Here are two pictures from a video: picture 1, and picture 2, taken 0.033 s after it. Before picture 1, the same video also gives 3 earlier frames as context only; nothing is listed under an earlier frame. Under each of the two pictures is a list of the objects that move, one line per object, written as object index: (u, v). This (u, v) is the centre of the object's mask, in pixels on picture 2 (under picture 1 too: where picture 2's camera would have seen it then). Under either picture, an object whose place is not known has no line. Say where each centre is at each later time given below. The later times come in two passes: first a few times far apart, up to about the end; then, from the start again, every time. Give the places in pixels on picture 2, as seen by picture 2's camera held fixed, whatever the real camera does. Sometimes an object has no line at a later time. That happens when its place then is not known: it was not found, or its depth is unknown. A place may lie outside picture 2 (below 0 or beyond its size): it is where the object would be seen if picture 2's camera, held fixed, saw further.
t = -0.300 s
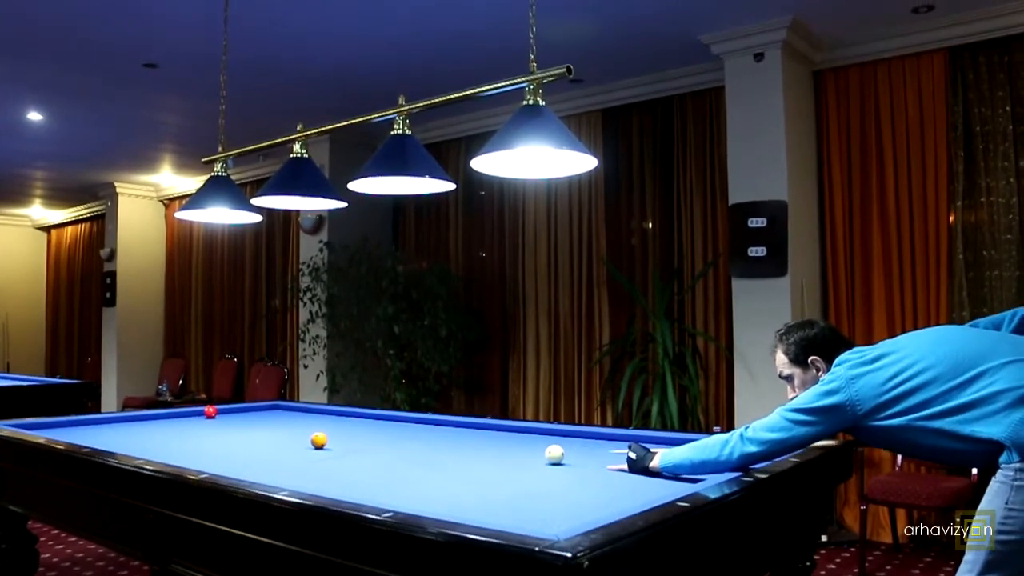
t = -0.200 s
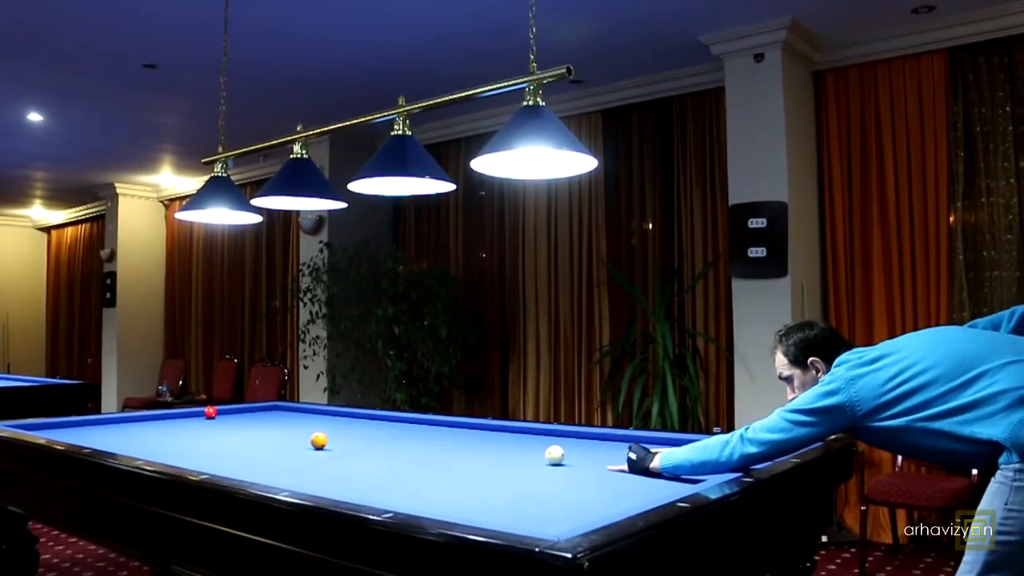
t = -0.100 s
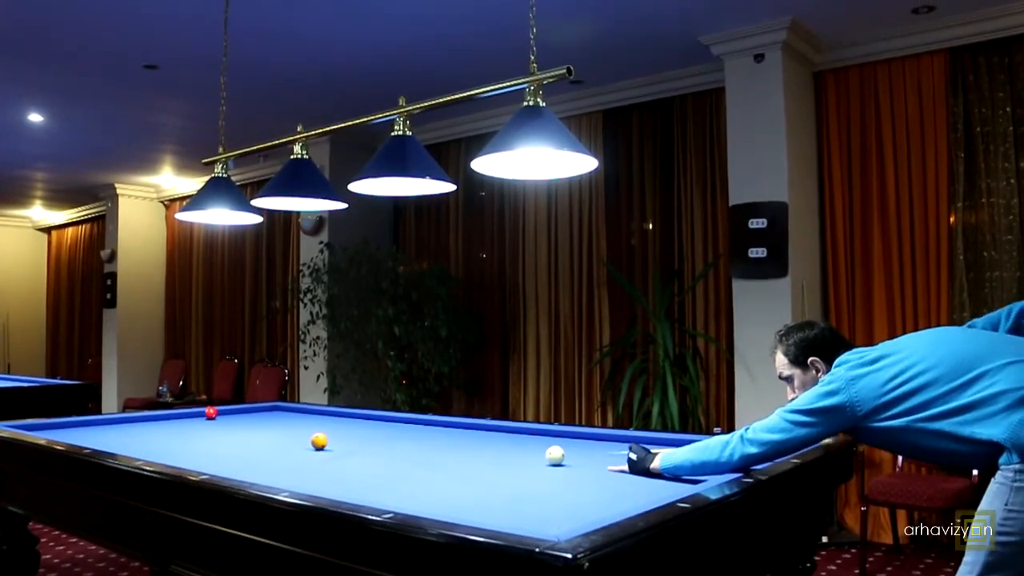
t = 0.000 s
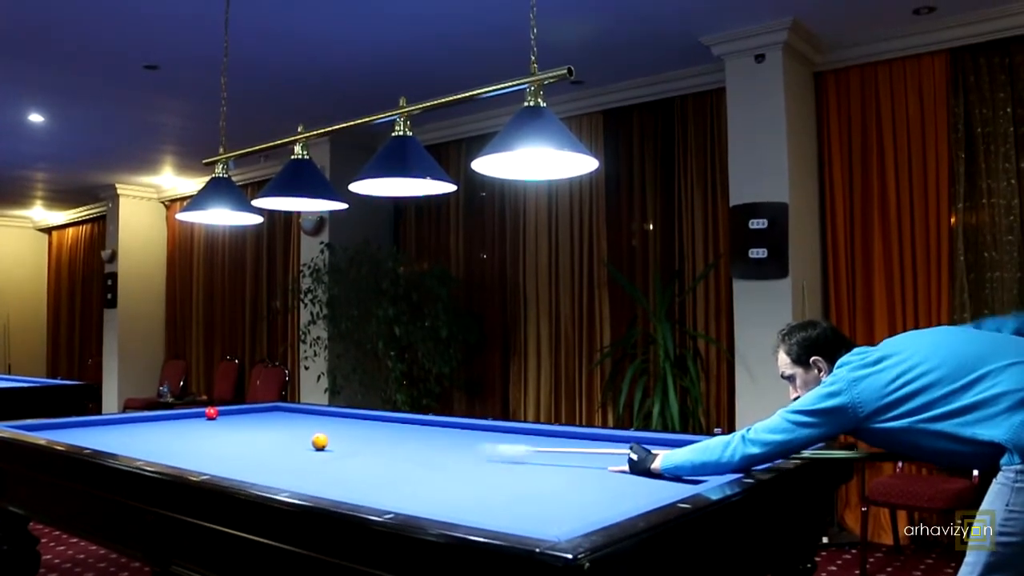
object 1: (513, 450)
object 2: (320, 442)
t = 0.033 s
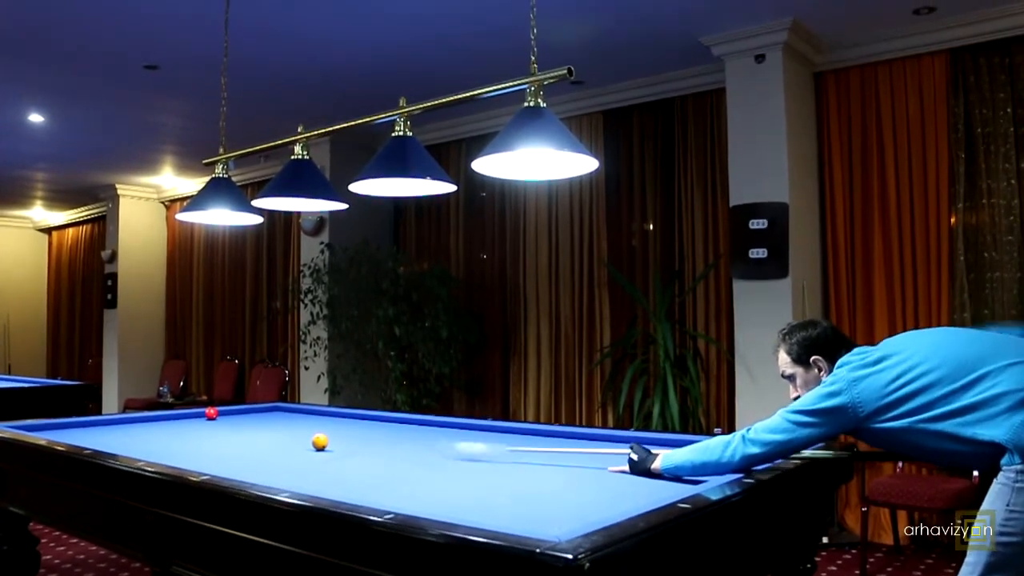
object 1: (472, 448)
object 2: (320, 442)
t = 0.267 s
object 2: (263, 444)
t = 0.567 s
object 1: (252, 414)
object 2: (120, 446)
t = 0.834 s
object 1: (301, 412)
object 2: (162, 438)
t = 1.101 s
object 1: (380, 417)
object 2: (192, 430)
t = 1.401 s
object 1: (427, 427)
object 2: (220, 422)
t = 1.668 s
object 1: (476, 436)
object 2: (241, 417)
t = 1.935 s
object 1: (537, 446)
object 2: (260, 412)
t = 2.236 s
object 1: (621, 461)
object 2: (278, 407)
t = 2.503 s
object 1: (709, 473)
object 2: (261, 408)
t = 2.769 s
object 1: (607, 479)
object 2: (253, 409)
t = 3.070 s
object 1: (497, 480)
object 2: (243, 410)
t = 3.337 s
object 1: (401, 480)
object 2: (235, 412)
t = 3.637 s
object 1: (300, 478)
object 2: (225, 414)
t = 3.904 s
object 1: (248, 471)
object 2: (217, 415)
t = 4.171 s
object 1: (242, 464)
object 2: (209, 416)
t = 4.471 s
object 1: (236, 456)
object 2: (201, 418)
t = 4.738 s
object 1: (232, 449)
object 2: (194, 419)
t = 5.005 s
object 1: (229, 442)
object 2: (187, 421)
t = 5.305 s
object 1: (225, 436)
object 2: (179, 422)
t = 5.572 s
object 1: (223, 432)
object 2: (173, 424)
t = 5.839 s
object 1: (221, 428)
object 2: (168, 425)
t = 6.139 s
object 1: (218, 423)
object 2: (162, 426)
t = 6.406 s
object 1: (217, 420)
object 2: (158, 427)
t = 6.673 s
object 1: (216, 417)
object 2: (154, 428)
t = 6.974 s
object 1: (216, 415)
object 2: (149, 429)
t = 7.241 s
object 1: (221, 413)
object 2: (146, 429)
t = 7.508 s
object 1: (226, 413)
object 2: (144, 430)
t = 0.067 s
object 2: (320, 442)
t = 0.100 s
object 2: (319, 442)
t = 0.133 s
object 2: (319, 442)
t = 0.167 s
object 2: (320, 442)
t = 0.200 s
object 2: (304, 442)
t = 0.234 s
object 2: (285, 443)
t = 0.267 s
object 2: (263, 444)
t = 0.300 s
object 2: (241, 445)
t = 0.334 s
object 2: (224, 446)
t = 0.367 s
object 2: (205, 447)
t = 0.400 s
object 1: (290, 424)
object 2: (185, 447)
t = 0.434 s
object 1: (282, 422)
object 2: (170, 447)
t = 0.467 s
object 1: (274, 419)
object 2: (152, 448)
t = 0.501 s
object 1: (266, 417)
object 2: (134, 447)
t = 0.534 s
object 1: (259, 416)
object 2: (120, 446)
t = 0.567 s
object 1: (252, 414)
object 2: (120, 446)
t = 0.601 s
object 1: (245, 412)
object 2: (128, 445)
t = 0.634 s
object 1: (239, 411)
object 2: (134, 445)
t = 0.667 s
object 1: (235, 409)
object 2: (140, 444)
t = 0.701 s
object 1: (246, 409)
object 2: (145, 443)
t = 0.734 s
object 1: (260, 410)
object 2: (149, 442)
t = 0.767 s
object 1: (274, 411)
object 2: (154, 441)
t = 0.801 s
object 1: (287, 411)
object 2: (158, 439)
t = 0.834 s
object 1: (301, 412)
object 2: (162, 438)
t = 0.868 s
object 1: (314, 412)
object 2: (166, 437)
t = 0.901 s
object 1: (328, 413)
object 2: (170, 436)
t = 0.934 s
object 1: (341, 414)
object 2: (173, 435)
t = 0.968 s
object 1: (353, 414)
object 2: (177, 434)
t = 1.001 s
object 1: (366, 415)
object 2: (181, 433)
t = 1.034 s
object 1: (372, 416)
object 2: (185, 432)
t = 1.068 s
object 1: (376, 417)
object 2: (188, 431)
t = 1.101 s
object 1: (380, 417)
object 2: (192, 430)
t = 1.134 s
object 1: (386, 418)
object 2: (195, 429)
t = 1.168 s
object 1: (390, 420)
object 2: (198, 429)
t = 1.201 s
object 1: (395, 420)
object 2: (202, 428)
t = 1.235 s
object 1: (400, 421)
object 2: (205, 427)
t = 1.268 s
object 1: (405, 422)
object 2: (208, 426)
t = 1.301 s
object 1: (411, 423)
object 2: (211, 425)
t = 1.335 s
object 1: (416, 424)
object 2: (214, 424)
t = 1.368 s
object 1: (421, 425)
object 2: (217, 423)
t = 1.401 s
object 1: (427, 427)
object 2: (220, 422)
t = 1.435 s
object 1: (433, 428)
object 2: (223, 422)
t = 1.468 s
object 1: (439, 429)
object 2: (226, 421)
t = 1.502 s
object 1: (445, 430)
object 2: (229, 420)
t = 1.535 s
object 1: (451, 431)
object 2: (231, 420)
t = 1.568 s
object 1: (457, 432)
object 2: (234, 419)
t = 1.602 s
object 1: (464, 433)
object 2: (237, 418)
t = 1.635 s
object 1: (470, 435)
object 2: (239, 418)
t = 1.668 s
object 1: (476, 436)
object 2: (241, 417)
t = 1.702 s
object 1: (484, 437)
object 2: (244, 416)
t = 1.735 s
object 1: (490, 438)
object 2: (246, 416)
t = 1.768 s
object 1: (497, 439)
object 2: (249, 415)
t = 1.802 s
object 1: (505, 441)
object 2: (251, 414)
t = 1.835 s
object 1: (513, 442)
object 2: (253, 414)
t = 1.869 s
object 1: (520, 443)
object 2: (256, 413)
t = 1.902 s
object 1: (529, 445)
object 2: (258, 412)
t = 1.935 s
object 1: (537, 446)
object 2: (260, 412)
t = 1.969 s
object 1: (545, 448)
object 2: (262, 411)
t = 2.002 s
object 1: (555, 449)
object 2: (265, 411)
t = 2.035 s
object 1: (563, 451)
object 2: (267, 410)
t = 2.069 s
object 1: (571, 452)
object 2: (269, 410)
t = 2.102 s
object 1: (581, 454)
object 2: (271, 409)
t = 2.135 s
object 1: (591, 456)
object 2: (273, 409)
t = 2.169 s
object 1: (601, 457)
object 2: (275, 408)
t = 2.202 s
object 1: (611, 460)
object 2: (276, 408)
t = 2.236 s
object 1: (621, 461)
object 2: (278, 407)
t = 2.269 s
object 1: (632, 463)
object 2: (279, 407)
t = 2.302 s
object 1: (643, 465)
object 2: (275, 407)
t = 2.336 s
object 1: (654, 467)
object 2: (272, 407)
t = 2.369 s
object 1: (665, 469)
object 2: (269, 407)
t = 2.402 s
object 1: (678, 471)
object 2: (266, 407)
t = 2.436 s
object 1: (690, 473)
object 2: (263, 407)
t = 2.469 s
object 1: (702, 473)
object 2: (262, 408)
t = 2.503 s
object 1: (709, 473)
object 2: (261, 408)
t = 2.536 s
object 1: (698, 474)
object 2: (260, 408)
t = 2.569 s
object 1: (681, 477)
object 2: (259, 408)
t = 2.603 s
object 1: (668, 478)
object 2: (258, 408)
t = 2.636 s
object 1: (654, 477)
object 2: (257, 408)
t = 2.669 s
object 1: (642, 478)
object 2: (256, 409)
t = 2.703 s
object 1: (630, 478)
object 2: (255, 409)
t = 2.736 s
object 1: (618, 478)
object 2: (254, 409)
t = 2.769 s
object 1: (607, 479)
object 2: (253, 409)
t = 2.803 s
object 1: (593, 479)
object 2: (251, 409)
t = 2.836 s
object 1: (581, 479)
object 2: (250, 409)
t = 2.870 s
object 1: (569, 479)
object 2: (249, 410)
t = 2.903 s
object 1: (556, 479)
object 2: (248, 410)
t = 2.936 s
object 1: (544, 480)
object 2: (247, 410)
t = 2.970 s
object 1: (533, 480)
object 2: (246, 410)
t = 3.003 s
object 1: (520, 480)
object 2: (245, 410)
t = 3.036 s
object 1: (508, 480)
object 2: (244, 410)
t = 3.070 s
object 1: (497, 480)
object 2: (243, 410)
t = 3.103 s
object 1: (483, 480)
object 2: (242, 411)
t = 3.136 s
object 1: (472, 480)
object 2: (241, 411)
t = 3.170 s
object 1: (460, 480)
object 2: (240, 411)
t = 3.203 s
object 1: (448, 480)
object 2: (239, 411)
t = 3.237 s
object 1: (437, 480)
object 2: (238, 411)
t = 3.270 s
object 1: (425, 480)
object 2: (237, 412)
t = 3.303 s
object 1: (413, 481)
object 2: (236, 412)
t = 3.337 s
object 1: (401, 480)
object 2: (235, 412)
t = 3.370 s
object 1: (391, 480)
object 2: (233, 412)
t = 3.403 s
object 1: (378, 480)
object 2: (232, 413)
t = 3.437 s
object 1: (367, 480)
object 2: (231, 413)
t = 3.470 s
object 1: (355, 480)
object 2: (230, 413)
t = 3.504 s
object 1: (344, 480)
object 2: (229, 413)
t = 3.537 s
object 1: (332, 480)
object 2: (228, 413)
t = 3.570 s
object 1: (322, 479)
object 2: (227, 413)
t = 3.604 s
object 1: (310, 479)
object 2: (226, 414)
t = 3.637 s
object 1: (300, 478)
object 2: (225, 414)
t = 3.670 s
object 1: (290, 477)
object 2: (224, 414)
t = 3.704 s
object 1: (278, 475)
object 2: (223, 414)
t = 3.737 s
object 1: (267, 474)
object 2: (222, 414)
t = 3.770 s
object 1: (256, 473)
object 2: (221, 415)
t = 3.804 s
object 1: (250, 473)
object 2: (220, 415)
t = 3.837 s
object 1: (250, 472)
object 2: (219, 415)
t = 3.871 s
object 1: (249, 471)
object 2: (218, 415)
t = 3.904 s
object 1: (248, 471)
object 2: (217, 415)
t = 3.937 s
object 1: (247, 470)
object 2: (216, 416)
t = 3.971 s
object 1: (247, 469)
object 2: (215, 415)
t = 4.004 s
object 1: (246, 469)
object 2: (214, 416)
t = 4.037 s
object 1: (245, 468)
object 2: (213, 416)
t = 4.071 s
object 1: (244, 467)
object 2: (212, 416)
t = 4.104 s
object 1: (244, 466)
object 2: (211, 416)
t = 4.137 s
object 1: (243, 465)
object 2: (210, 416)
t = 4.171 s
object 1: (242, 464)
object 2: (209, 416)
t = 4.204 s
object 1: (242, 463)
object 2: (208, 416)
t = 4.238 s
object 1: (241, 462)
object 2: (207, 417)
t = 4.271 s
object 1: (240, 461)
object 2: (206, 417)
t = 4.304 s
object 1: (239, 460)
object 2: (205, 418)
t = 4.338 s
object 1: (238, 459)
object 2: (204, 418)
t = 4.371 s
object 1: (238, 458)
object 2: (204, 418)
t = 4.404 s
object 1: (238, 457)
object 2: (203, 418)
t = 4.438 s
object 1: (237, 456)
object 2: (202, 418)
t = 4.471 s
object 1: (236, 456)
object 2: (201, 418)
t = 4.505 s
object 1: (236, 454)
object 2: (200, 418)
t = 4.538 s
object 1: (235, 454)
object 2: (199, 418)
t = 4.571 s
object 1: (235, 453)
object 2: (198, 418)
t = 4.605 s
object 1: (234, 452)
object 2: (197, 419)
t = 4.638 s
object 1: (234, 451)
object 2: (196, 419)
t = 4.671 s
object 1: (233, 450)
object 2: (195, 419)
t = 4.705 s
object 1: (233, 449)
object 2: (194, 420)
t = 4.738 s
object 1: (232, 449)
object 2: (194, 419)
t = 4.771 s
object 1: (232, 447)
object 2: (192, 420)
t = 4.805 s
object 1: (232, 447)
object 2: (192, 420)
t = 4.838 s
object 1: (231, 446)
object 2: (191, 420)
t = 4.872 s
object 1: (231, 445)
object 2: (190, 420)
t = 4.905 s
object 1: (230, 445)
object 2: (189, 420)
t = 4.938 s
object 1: (229, 444)
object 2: (188, 420)
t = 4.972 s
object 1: (229, 443)
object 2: (187, 421)
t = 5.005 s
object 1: (229, 442)
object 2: (187, 421)
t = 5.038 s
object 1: (228, 442)
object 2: (186, 421)
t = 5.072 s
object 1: (228, 441)
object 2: (185, 421)
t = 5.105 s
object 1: (228, 440)
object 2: (184, 421)
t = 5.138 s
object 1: (227, 440)
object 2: (183, 422)
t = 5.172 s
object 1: (226, 439)
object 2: (182, 422)
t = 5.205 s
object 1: (226, 438)
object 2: (181, 422)
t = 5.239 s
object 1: (226, 438)
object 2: (181, 422)
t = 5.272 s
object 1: (226, 437)
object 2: (180, 422)
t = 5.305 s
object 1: (225, 436)
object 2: (179, 422)
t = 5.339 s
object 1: (225, 436)
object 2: (178, 422)
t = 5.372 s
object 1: (224, 435)
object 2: (177, 423)
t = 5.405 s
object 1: (224, 435)
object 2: (177, 423)
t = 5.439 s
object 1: (224, 434)
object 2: (176, 423)
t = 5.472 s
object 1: (223, 434)
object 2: (175, 423)
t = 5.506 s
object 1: (223, 433)
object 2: (174, 423)
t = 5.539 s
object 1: (223, 432)
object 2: (174, 424)
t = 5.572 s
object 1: (223, 432)
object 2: (173, 424)
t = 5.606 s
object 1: (222, 432)
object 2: (172, 424)
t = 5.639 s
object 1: (222, 431)
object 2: (172, 424)
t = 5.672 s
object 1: (222, 430)
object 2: (171, 424)
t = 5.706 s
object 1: (221, 430)
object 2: (170, 424)
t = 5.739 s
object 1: (221, 429)
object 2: (170, 424)
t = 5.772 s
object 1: (221, 429)
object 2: (169, 425)
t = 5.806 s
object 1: (221, 428)
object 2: (168, 425)
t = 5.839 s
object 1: (221, 428)
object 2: (168, 425)
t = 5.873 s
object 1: (220, 427)
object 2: (167, 425)
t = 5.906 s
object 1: (220, 427)
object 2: (166, 425)
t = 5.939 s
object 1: (220, 426)
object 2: (166, 425)
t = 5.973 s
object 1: (219, 426)
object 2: (165, 425)
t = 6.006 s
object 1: (219, 425)
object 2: (165, 425)
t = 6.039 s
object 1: (219, 425)
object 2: (164, 425)
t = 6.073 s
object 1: (219, 424)
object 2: (164, 426)
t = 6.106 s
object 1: (219, 424)
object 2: (163, 426)
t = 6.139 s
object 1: (218, 423)
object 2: (162, 426)
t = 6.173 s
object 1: (218, 423)
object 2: (162, 426)
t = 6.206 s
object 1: (218, 423)
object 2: (161, 426)
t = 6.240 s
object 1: (218, 422)
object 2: (161, 426)
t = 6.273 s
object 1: (218, 422)
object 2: (160, 426)
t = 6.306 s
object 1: (217, 421)
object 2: (159, 426)
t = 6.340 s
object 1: (217, 421)
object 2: (159, 426)
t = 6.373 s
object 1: (217, 421)
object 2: (158, 427)
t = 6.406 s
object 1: (217, 420)
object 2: (158, 427)
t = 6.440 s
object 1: (217, 420)
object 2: (157, 427)
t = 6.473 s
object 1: (217, 419)
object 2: (157, 427)
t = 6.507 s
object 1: (217, 419)
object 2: (156, 427)
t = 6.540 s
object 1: (216, 419)
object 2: (156, 427)
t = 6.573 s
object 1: (216, 418)
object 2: (155, 427)
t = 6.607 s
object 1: (216, 418)
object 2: (154, 428)
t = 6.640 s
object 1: (216, 418)
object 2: (154, 428)
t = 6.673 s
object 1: (216, 417)
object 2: (154, 428)
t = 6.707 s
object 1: (216, 417)
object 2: (153, 428)
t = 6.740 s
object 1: (215, 416)
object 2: (153, 428)
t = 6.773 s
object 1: (215, 416)
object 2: (152, 428)
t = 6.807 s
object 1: (215, 415)
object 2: (152, 428)
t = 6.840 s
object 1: (215, 415)
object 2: (152, 428)
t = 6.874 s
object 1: (215, 415)
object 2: (151, 428)
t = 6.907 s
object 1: (215, 415)
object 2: (150, 428)
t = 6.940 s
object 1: (215, 415)
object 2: (150, 429)
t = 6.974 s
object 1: (216, 415)
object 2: (149, 429)
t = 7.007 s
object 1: (216, 414)
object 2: (149, 429)
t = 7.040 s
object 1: (217, 414)
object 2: (149, 429)
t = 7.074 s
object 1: (218, 414)
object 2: (148, 429)
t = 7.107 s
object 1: (218, 414)
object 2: (148, 429)
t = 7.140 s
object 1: (219, 414)
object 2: (147, 429)
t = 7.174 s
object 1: (220, 414)
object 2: (147, 429)
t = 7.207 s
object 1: (220, 413)
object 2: (147, 429)
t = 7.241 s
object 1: (221, 413)
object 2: (146, 429)
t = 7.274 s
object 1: (222, 413)
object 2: (146, 429)
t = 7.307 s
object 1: (222, 413)
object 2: (145, 429)
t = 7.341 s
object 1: (223, 413)
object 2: (145, 429)
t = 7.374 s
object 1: (223, 413)
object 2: (145, 430)
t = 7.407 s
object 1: (224, 413)
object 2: (145, 430)
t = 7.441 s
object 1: (225, 413)
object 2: (144, 430)
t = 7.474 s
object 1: (226, 413)
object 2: (144, 430)
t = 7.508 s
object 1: (226, 413)
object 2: (144, 430)
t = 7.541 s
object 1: (227, 413)
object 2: (143, 430)
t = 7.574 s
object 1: (228, 413)
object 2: (143, 430)
